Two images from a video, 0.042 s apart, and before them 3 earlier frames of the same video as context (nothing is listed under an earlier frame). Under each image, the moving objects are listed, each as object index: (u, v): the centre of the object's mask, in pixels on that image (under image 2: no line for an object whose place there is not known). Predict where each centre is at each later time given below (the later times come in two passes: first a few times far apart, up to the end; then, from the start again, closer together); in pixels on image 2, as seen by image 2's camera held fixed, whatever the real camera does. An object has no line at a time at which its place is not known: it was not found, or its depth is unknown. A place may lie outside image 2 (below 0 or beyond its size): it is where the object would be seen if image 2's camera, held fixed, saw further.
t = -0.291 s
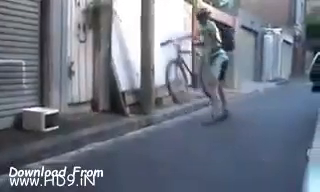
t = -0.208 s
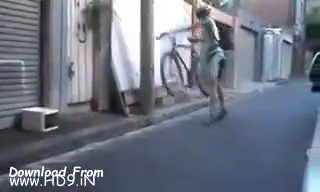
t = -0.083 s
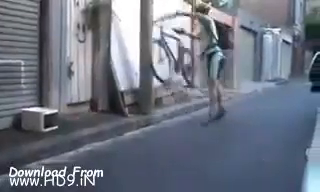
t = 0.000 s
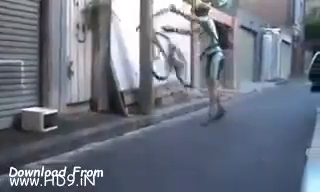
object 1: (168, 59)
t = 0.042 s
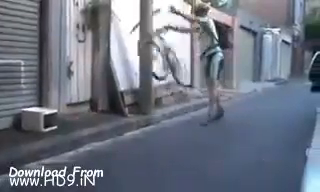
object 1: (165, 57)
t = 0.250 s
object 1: (135, 83)
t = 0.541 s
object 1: (117, 107)
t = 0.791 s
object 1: (116, 106)
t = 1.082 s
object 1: (118, 116)
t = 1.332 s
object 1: (122, 117)
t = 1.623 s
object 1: (126, 118)
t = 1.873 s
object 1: (130, 118)
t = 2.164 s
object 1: (130, 118)
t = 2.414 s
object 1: (128, 118)
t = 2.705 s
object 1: (129, 118)
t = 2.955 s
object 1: (128, 118)
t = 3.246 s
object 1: (127, 117)
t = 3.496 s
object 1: (127, 118)
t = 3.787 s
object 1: (129, 118)
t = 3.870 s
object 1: (128, 118)
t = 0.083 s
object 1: (158, 57)
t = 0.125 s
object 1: (155, 65)
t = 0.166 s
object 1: (149, 67)
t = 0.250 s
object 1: (135, 83)
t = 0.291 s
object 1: (132, 86)
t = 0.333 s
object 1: (130, 91)
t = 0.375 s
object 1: (128, 100)
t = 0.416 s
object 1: (123, 107)
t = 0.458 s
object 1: (129, 112)
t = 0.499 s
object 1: (122, 105)
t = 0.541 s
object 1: (117, 107)
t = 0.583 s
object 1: (118, 109)
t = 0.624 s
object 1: (118, 105)
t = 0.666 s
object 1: (120, 106)
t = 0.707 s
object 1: (121, 103)
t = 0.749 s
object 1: (113, 102)
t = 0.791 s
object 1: (116, 106)
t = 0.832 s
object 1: (120, 113)
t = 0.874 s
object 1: (116, 118)
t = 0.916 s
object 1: (116, 116)
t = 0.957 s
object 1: (116, 117)
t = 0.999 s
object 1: (117, 118)
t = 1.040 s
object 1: (118, 117)
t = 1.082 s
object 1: (118, 116)
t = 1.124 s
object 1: (118, 116)
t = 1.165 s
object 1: (119, 117)
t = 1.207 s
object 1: (121, 117)
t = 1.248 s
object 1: (121, 117)
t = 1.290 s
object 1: (121, 117)
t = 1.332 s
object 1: (122, 117)
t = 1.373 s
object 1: (122, 117)
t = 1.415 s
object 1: (123, 117)
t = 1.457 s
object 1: (123, 117)
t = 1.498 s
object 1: (123, 117)
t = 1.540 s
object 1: (124, 117)
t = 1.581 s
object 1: (125, 117)
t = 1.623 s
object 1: (126, 118)
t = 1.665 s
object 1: (126, 118)
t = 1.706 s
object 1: (127, 118)
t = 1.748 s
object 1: (127, 117)
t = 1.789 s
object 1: (128, 118)
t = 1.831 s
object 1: (129, 118)
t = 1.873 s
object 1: (130, 118)
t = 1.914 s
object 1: (130, 118)
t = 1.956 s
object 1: (130, 118)
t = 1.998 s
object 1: (130, 118)
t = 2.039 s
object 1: (130, 118)
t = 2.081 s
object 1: (130, 118)
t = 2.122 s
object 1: (130, 118)
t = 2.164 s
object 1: (130, 118)
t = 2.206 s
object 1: (130, 118)
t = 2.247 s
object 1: (130, 118)
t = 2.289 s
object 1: (129, 118)
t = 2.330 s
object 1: (129, 118)
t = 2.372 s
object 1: (128, 118)
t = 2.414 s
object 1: (128, 118)
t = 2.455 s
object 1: (128, 118)
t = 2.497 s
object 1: (129, 118)
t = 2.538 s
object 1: (128, 118)
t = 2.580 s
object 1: (129, 118)
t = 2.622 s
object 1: (129, 118)
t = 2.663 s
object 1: (129, 118)
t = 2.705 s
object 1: (129, 118)
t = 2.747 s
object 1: (129, 118)
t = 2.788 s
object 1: (128, 118)
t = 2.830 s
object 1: (128, 118)
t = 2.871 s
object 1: (127, 118)
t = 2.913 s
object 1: (128, 118)
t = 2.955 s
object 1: (128, 118)
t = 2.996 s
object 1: (128, 118)
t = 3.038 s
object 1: (127, 118)
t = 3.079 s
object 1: (128, 118)
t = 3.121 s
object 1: (127, 118)
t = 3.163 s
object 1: (127, 117)
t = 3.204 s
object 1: (127, 117)
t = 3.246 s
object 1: (127, 117)
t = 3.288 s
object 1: (128, 118)
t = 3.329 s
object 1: (128, 117)
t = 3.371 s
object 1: (127, 117)
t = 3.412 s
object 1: (127, 118)
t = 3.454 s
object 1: (128, 118)
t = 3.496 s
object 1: (127, 118)
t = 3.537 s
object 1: (127, 118)
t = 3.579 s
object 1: (127, 118)
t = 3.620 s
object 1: (127, 118)
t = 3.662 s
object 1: (127, 118)
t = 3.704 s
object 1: (127, 118)
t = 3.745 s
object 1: (127, 118)
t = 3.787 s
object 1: (129, 118)
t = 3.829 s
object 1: (127, 118)
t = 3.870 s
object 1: (128, 118)
